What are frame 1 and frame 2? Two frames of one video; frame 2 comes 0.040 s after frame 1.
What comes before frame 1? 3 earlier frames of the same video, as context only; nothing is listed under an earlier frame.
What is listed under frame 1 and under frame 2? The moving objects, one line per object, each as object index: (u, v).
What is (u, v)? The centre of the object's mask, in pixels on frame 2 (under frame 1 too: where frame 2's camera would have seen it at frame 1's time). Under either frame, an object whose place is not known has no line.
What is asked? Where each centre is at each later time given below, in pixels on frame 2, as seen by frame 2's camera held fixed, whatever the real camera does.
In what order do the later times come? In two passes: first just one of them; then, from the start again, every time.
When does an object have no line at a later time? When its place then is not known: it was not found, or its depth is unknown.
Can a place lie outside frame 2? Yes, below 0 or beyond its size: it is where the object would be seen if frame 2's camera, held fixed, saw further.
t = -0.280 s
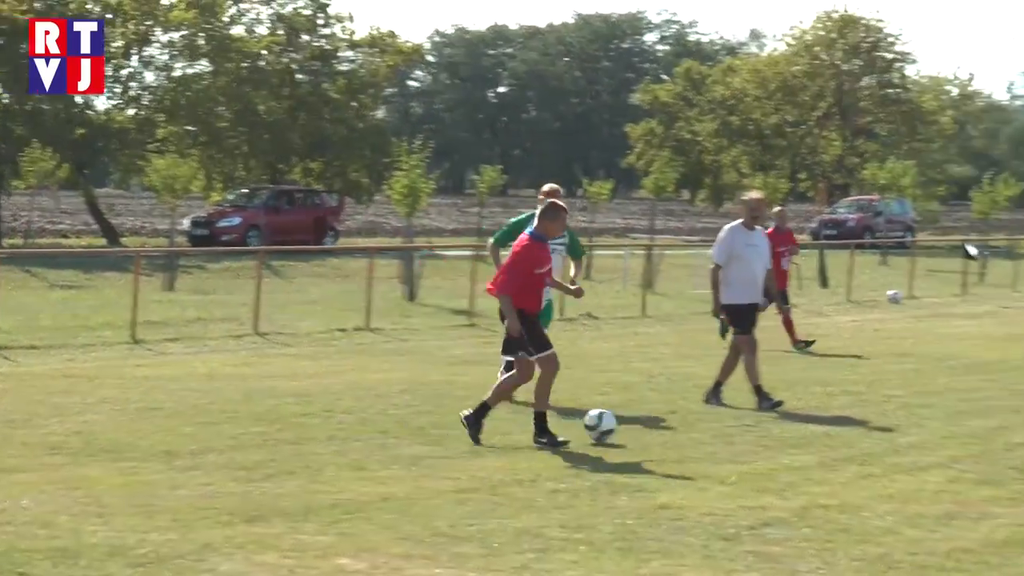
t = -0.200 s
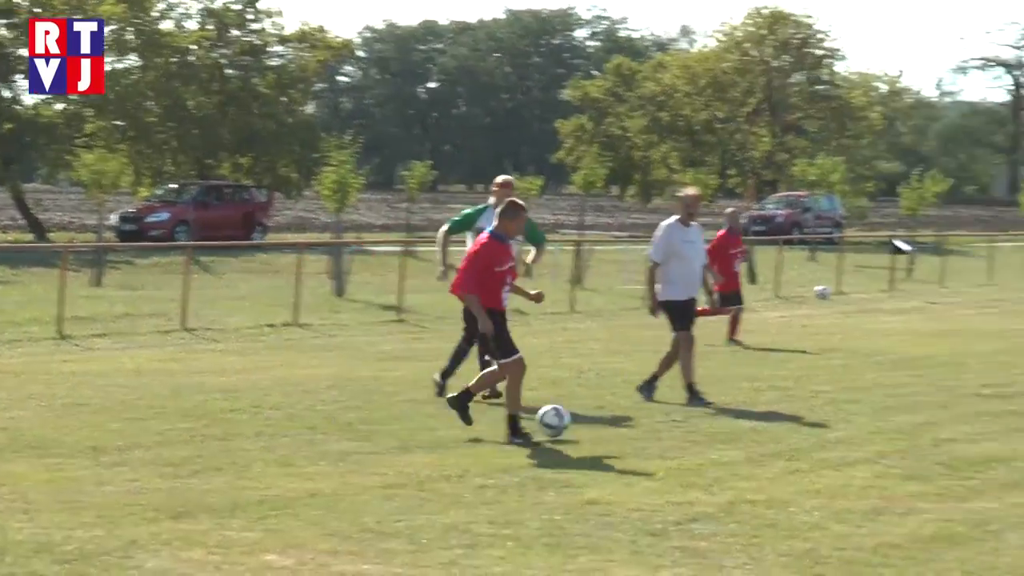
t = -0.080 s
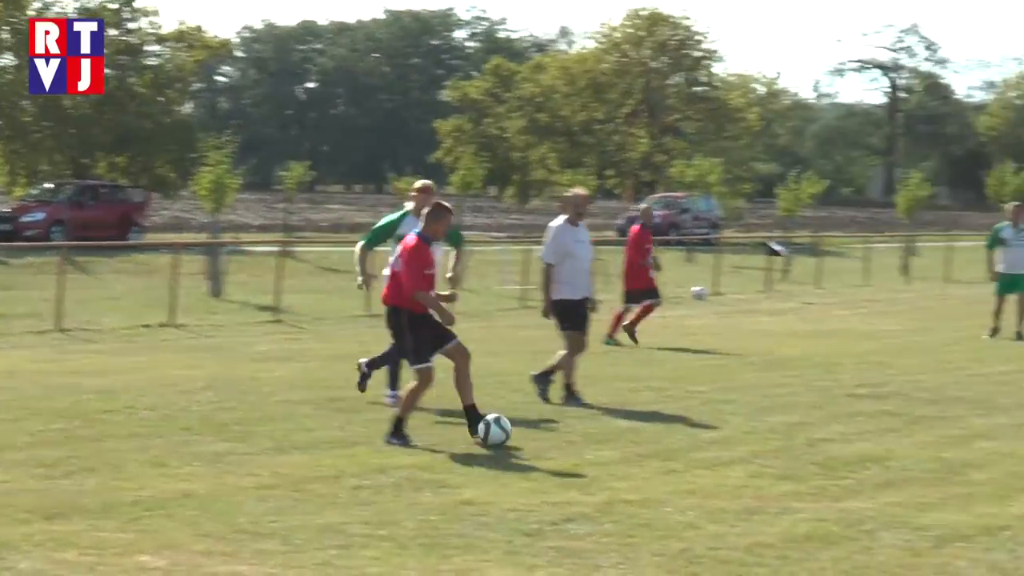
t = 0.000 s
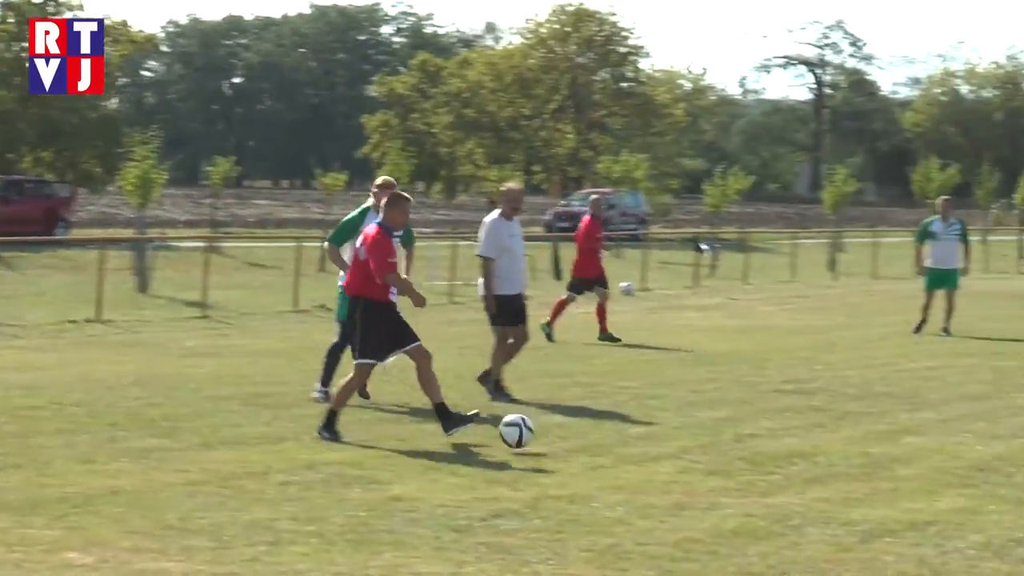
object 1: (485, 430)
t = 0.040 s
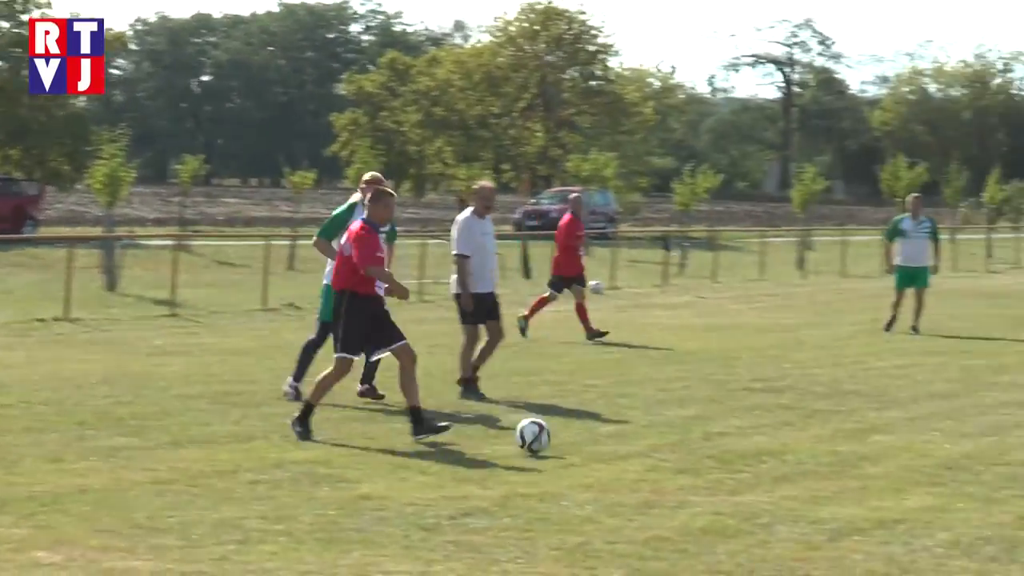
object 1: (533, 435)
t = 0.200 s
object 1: (719, 453)
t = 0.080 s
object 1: (583, 444)
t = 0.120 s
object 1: (628, 446)
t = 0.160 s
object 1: (674, 449)
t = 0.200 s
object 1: (719, 453)
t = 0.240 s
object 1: (767, 458)
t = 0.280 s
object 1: (813, 463)
